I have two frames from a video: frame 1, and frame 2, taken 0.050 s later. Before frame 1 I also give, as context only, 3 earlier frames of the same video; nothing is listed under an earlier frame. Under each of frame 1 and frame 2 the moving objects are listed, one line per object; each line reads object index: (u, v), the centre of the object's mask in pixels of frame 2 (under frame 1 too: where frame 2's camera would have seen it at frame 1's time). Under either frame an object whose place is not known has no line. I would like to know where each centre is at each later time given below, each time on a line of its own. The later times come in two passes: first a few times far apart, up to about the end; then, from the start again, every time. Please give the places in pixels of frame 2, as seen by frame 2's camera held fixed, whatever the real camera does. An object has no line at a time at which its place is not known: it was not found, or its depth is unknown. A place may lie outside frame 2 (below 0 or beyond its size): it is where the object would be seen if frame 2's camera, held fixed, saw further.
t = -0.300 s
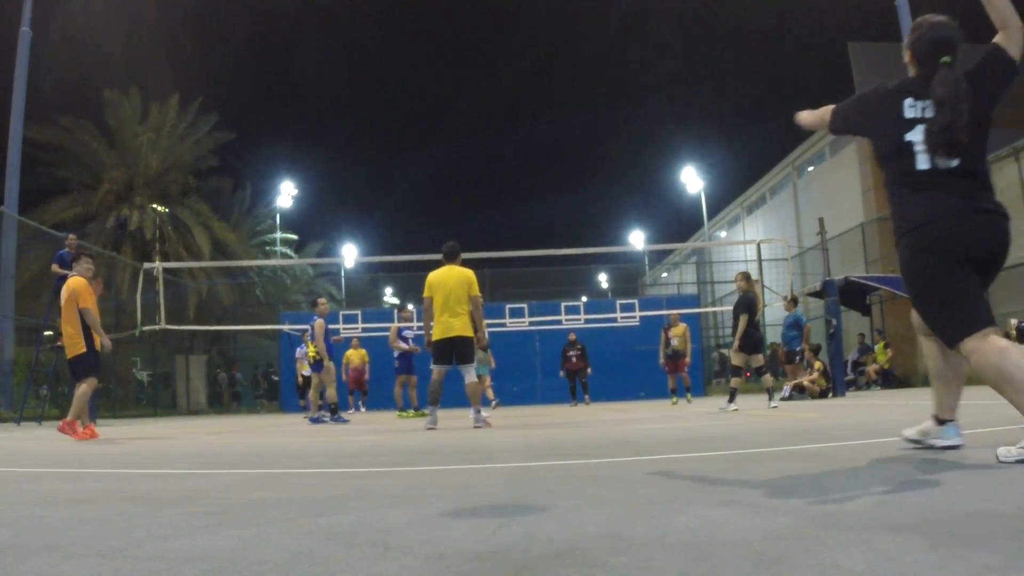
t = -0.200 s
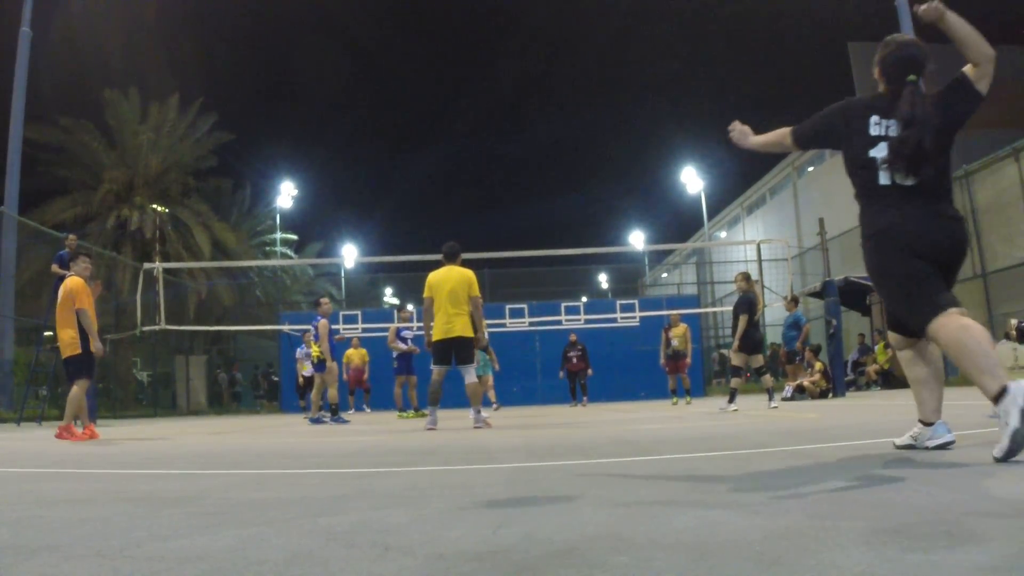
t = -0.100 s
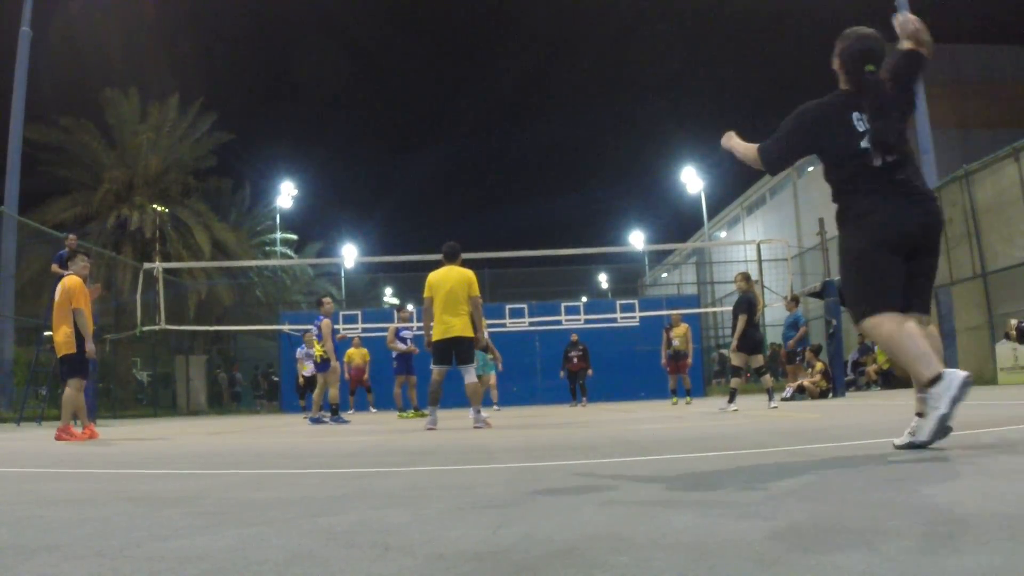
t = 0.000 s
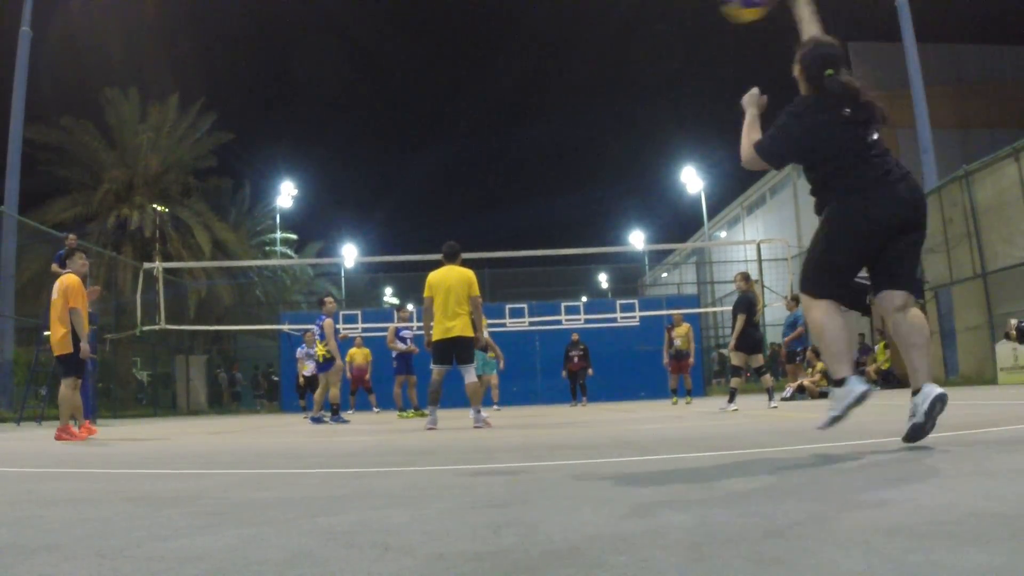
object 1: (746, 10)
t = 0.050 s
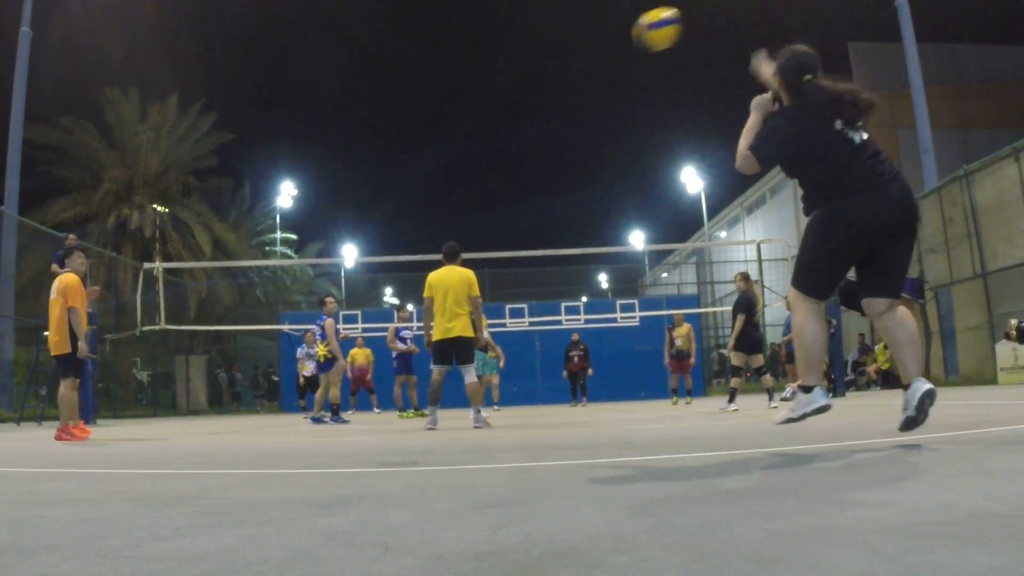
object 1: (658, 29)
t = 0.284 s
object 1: (420, 156)
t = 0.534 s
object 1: (300, 274)
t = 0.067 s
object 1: (632, 39)
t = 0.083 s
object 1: (609, 49)
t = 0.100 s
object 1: (587, 58)
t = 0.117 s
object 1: (567, 68)
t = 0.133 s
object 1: (548, 77)
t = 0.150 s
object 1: (530, 86)
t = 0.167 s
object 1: (513, 95)
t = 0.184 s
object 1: (497, 104)
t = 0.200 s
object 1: (482, 113)
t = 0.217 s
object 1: (468, 122)
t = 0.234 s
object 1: (455, 131)
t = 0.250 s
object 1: (443, 139)
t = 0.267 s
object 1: (431, 147)
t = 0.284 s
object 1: (420, 156)
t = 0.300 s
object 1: (409, 164)
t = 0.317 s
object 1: (399, 172)
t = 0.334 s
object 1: (389, 180)
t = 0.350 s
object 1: (380, 189)
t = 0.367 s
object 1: (371, 196)
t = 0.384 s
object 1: (363, 204)
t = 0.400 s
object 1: (355, 212)
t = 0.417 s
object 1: (347, 220)
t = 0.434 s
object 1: (340, 227)
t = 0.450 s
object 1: (332, 235)
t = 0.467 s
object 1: (326, 243)
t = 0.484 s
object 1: (319, 250)
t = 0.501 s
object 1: (313, 257)
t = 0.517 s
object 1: (306, 266)
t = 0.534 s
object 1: (300, 274)
